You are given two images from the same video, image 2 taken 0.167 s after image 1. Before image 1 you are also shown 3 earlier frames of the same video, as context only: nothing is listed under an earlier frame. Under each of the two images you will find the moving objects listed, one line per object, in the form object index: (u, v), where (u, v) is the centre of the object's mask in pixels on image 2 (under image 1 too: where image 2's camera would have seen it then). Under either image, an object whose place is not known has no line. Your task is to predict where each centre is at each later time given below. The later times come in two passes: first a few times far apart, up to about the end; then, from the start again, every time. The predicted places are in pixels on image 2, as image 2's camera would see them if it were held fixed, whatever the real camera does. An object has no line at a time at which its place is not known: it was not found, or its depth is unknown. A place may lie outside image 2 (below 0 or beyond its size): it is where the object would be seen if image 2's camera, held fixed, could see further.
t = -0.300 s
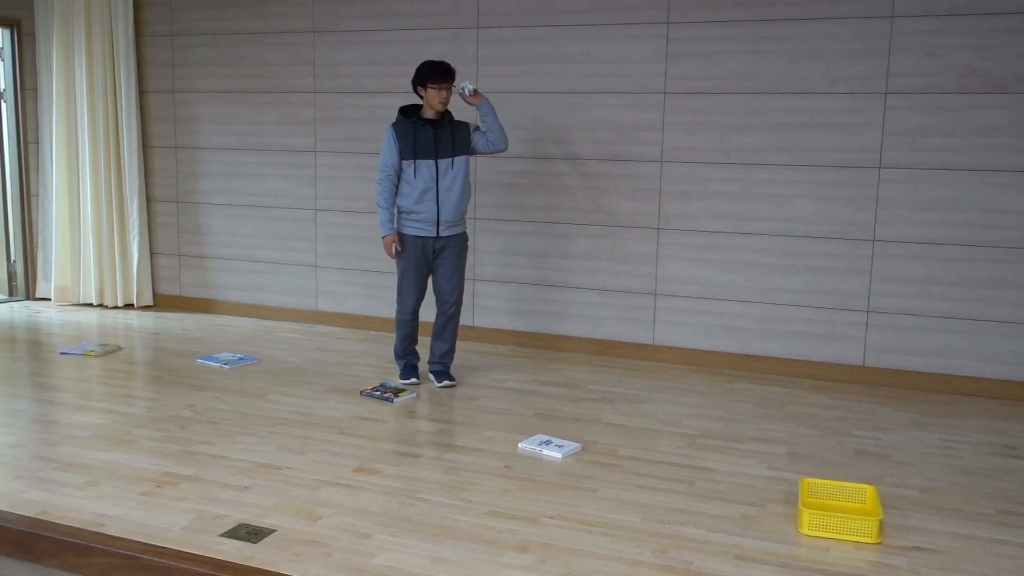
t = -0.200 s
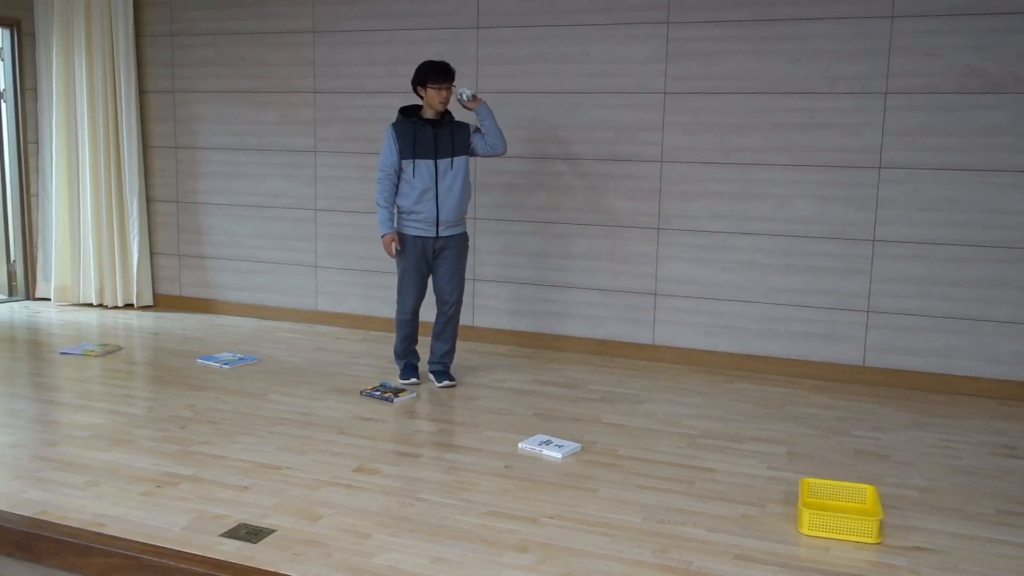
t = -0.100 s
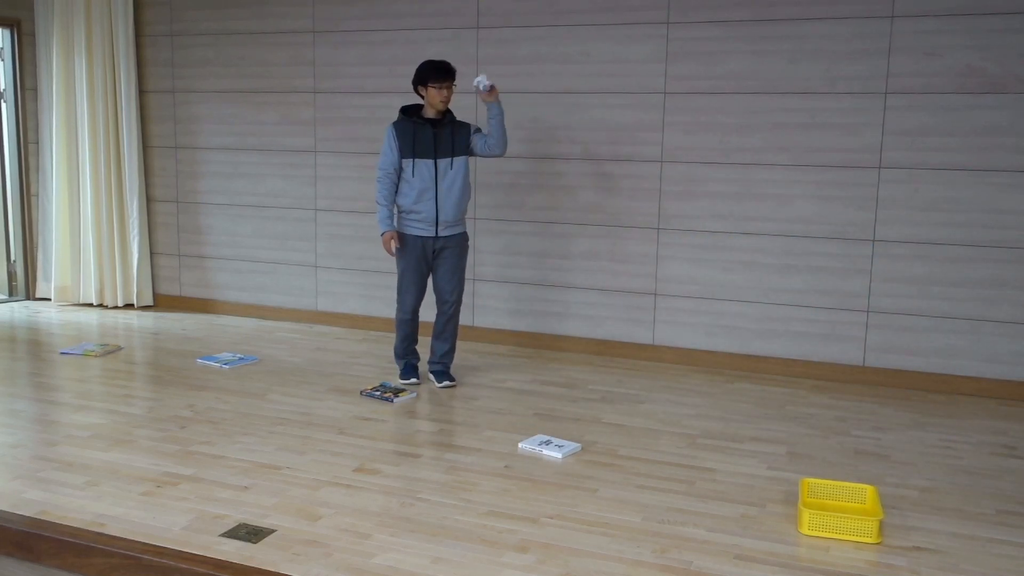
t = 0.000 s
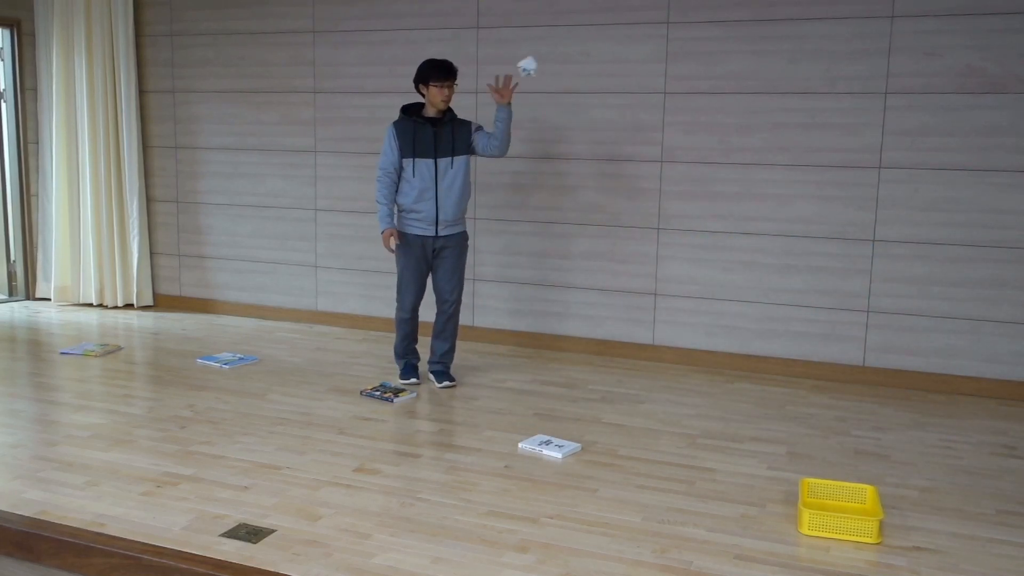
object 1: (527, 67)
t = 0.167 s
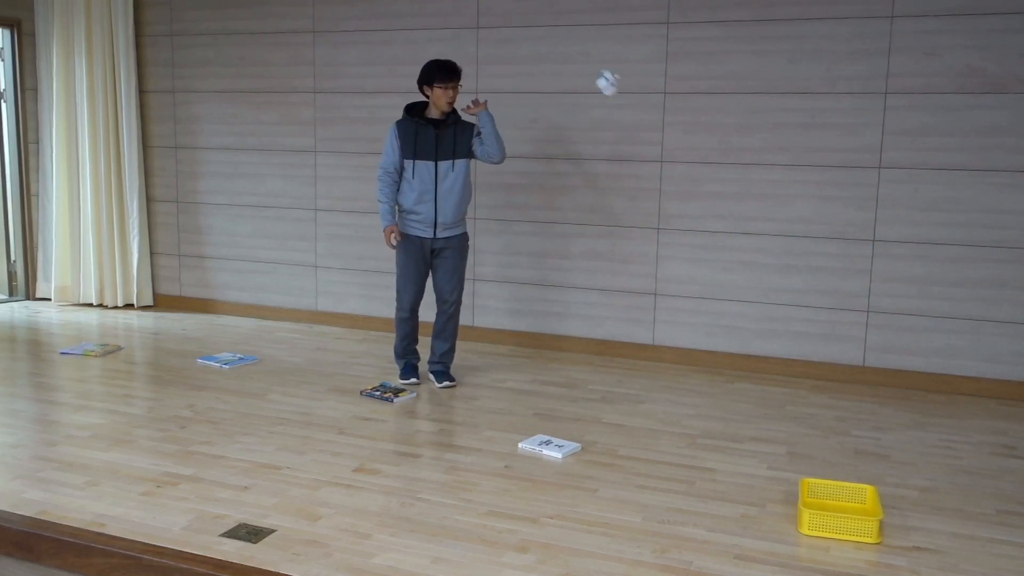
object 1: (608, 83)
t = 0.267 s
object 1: (653, 128)
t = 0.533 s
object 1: (750, 357)
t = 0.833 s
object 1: (768, 498)
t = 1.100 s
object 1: (753, 502)
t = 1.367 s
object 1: (744, 501)
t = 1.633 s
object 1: (749, 503)
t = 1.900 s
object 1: (754, 505)
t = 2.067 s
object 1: (754, 505)
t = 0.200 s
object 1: (623, 95)
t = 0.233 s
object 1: (638, 109)
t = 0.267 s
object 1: (653, 128)
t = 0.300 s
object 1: (666, 149)
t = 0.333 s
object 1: (678, 172)
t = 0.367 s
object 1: (691, 198)
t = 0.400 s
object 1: (702, 225)
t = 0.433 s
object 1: (713, 254)
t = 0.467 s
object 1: (726, 286)
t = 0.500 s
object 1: (738, 320)
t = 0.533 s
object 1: (750, 357)
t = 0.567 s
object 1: (762, 397)
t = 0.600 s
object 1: (773, 441)
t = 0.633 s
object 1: (782, 487)
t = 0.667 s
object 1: (786, 507)
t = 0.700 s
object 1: (787, 498)
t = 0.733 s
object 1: (784, 494)
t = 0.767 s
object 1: (778, 493)
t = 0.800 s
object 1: (773, 494)
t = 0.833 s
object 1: (768, 498)
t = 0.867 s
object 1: (764, 506)
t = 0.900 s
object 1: (762, 508)
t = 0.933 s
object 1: (761, 505)
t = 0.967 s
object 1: (760, 505)
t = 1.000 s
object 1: (759, 505)
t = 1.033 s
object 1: (757, 503)
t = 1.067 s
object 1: (755, 503)
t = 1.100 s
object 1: (753, 502)
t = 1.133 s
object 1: (751, 501)
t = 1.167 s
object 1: (748, 502)
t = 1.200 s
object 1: (746, 501)
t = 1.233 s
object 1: (745, 501)
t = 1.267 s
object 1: (744, 501)
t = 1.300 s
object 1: (743, 501)
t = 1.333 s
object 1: (743, 501)
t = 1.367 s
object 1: (744, 501)
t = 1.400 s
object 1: (744, 501)
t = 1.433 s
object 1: (745, 501)
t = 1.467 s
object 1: (745, 502)
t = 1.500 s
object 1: (746, 502)
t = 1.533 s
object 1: (747, 502)
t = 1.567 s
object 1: (747, 502)
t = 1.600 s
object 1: (748, 503)
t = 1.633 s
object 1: (749, 503)
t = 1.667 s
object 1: (751, 503)
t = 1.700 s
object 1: (752, 504)
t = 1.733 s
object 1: (753, 504)
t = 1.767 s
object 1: (754, 504)
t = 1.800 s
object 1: (754, 504)
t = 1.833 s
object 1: (754, 504)
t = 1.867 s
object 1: (754, 504)
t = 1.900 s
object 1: (754, 505)
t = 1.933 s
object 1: (754, 504)
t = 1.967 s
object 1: (754, 504)
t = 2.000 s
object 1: (754, 504)
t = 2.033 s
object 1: (754, 504)
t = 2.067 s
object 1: (754, 505)
